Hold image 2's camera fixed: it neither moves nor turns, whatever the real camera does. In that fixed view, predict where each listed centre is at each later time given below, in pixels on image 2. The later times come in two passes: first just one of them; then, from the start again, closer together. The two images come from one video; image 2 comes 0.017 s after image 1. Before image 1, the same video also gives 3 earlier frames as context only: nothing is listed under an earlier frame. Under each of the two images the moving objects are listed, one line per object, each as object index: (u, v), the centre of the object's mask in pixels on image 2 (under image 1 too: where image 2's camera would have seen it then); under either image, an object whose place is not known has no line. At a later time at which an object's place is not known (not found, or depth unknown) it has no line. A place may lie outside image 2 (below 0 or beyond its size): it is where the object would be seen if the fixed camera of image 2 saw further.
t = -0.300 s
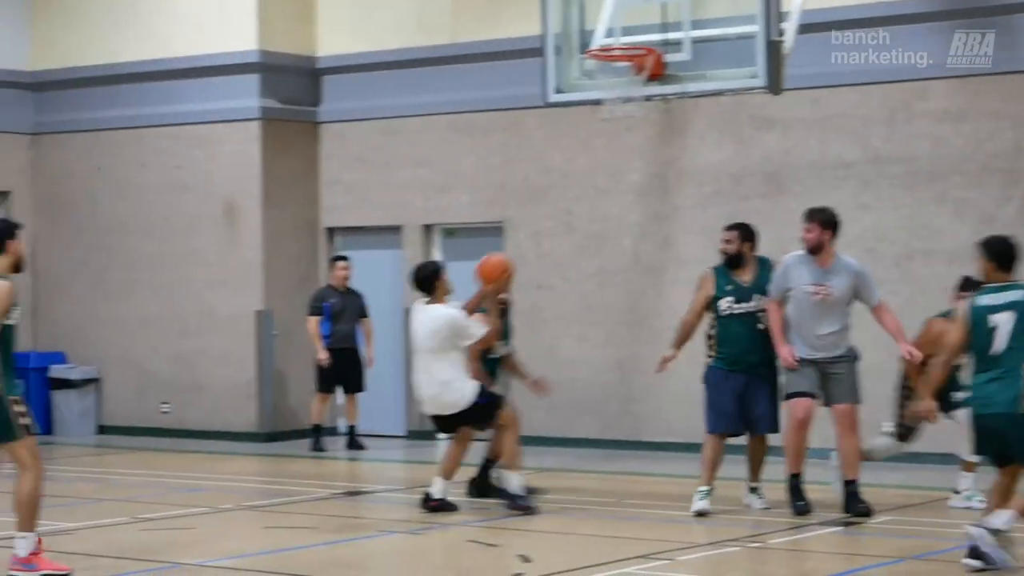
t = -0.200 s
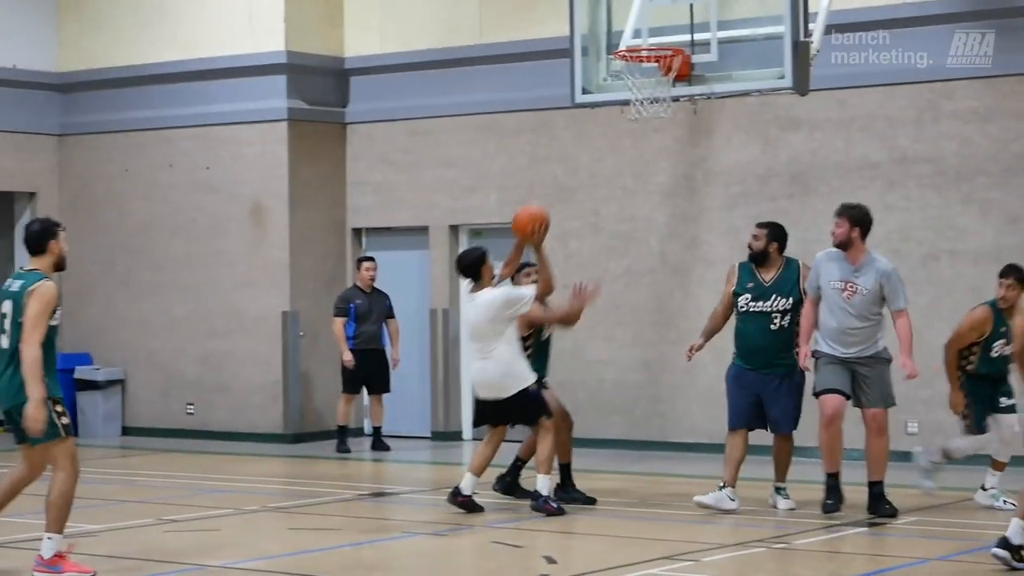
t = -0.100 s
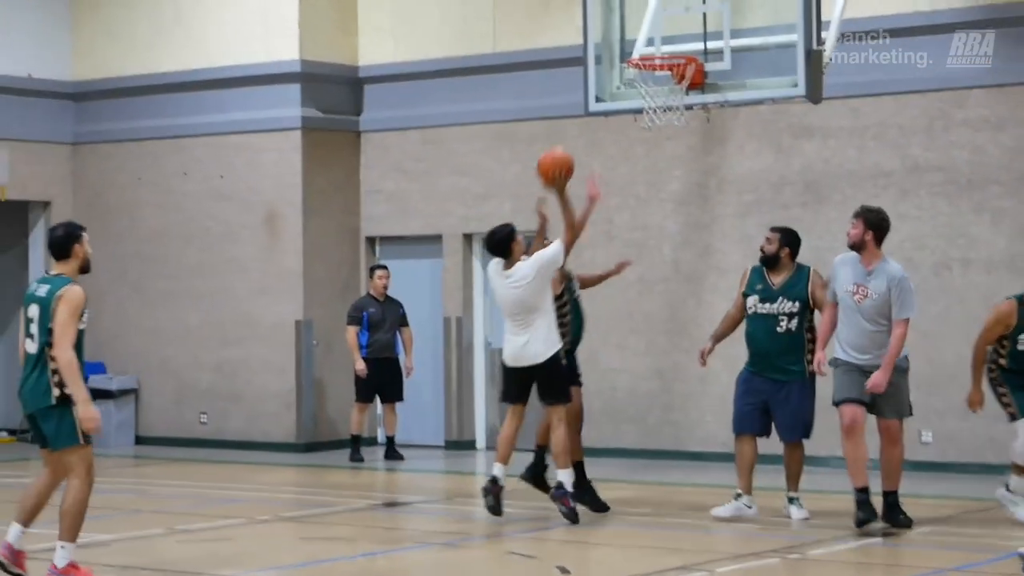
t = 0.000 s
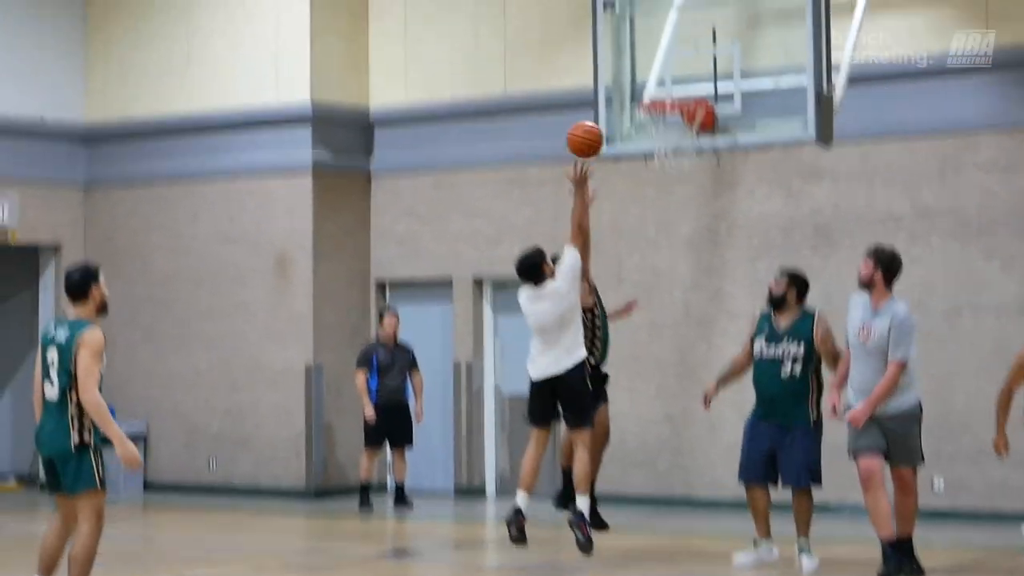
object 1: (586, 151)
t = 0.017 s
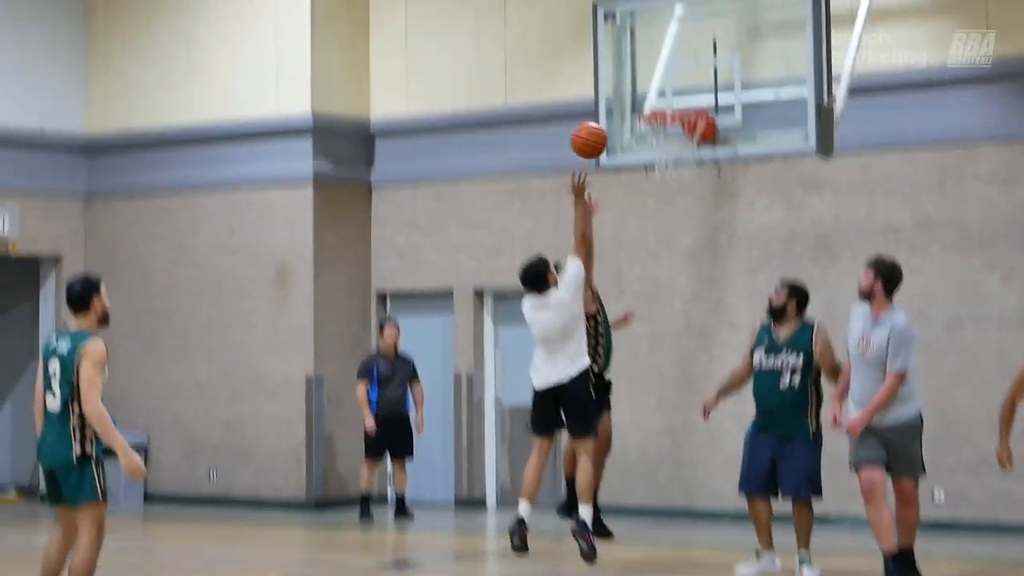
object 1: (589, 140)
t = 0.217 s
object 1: (629, 53)
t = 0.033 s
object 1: (592, 130)
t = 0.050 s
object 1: (595, 121)
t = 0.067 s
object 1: (599, 112)
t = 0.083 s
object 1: (602, 104)
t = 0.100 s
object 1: (606, 95)
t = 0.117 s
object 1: (609, 88)
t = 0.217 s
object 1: (629, 53)
